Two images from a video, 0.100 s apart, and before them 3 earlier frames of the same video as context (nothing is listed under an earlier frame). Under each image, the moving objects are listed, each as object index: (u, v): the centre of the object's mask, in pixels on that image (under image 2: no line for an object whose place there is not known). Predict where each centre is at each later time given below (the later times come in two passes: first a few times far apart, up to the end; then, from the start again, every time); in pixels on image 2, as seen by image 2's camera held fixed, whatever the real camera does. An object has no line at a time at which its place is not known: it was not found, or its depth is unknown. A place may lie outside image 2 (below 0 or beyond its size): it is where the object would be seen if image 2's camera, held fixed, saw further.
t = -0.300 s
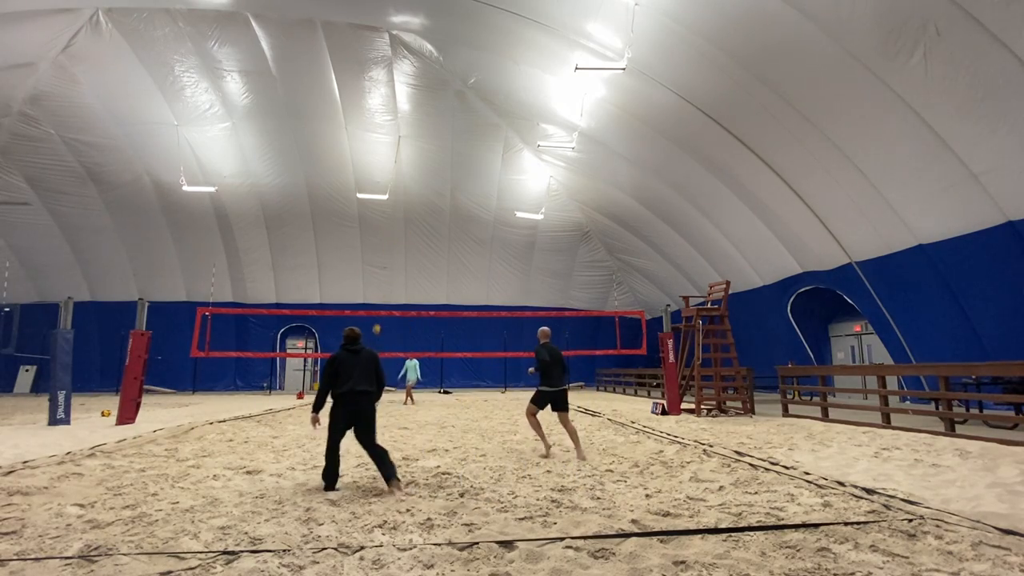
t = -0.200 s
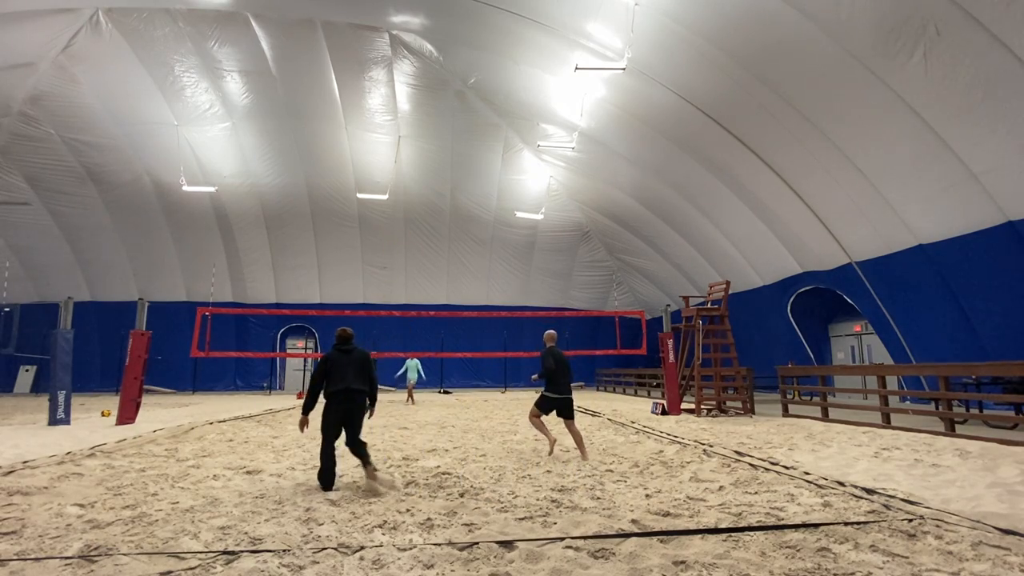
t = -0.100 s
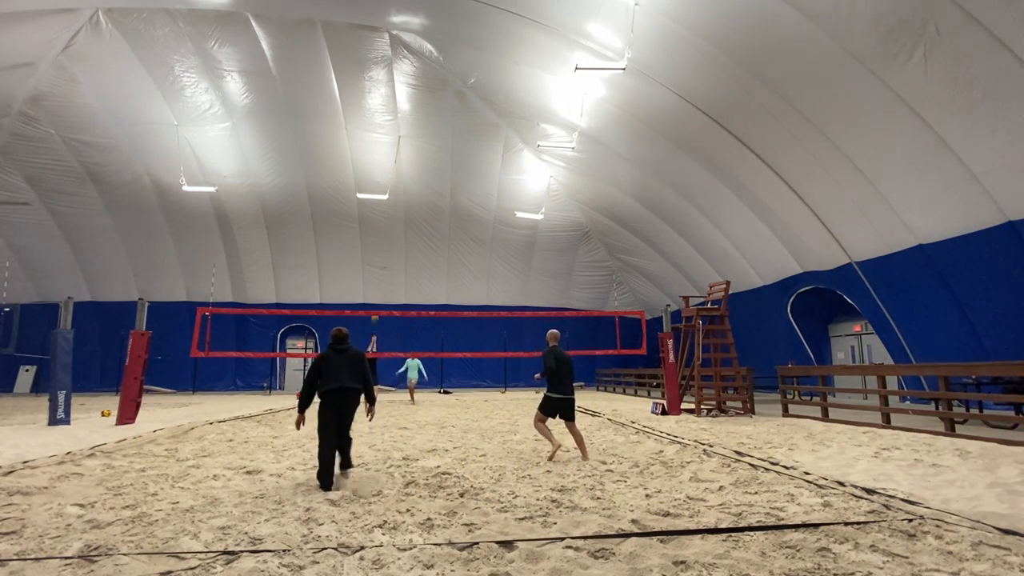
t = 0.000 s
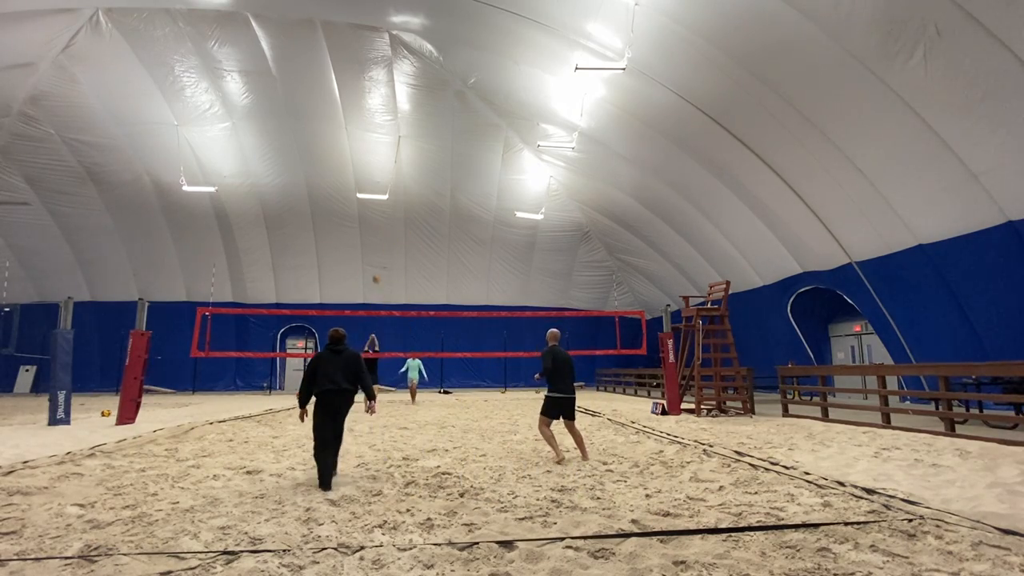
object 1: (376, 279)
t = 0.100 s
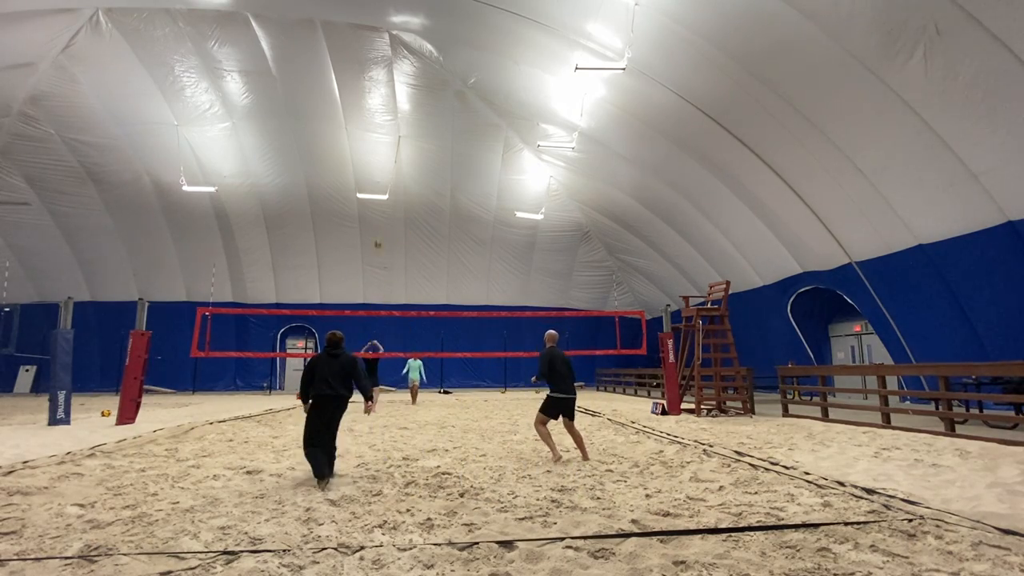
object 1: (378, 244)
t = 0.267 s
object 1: (379, 191)
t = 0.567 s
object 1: (384, 118)
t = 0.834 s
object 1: (388, 76)
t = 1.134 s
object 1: (391, 58)
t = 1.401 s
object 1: (395, 69)
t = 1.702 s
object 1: (398, 123)
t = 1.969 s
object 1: (400, 216)
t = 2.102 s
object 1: (400, 280)
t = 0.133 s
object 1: (378, 233)
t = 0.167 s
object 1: (378, 222)
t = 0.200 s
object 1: (379, 211)
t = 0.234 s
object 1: (378, 202)
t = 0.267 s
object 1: (379, 191)
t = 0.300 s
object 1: (380, 181)
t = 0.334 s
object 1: (380, 172)
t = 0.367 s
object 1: (381, 163)
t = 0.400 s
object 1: (381, 155)
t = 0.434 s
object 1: (382, 147)
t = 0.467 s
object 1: (382, 139)
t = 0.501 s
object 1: (382, 132)
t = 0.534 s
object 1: (383, 125)
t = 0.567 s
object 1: (384, 118)
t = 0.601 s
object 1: (384, 112)
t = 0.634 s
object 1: (385, 106)
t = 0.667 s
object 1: (385, 100)
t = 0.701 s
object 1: (386, 94)
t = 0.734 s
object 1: (386, 90)
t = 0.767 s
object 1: (387, 85)
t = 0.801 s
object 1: (388, 81)
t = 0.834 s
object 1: (388, 76)
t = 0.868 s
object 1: (388, 73)
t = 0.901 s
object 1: (389, 70)
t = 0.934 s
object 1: (389, 67)
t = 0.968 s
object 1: (389, 64)
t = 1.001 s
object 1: (390, 62)
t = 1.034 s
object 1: (390, 60)
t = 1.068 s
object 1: (391, 59)
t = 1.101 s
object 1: (391, 58)
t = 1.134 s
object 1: (391, 58)
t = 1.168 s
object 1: (392, 57)
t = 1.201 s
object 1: (392, 58)
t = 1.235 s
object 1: (393, 58)
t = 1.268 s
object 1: (393, 60)
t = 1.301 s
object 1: (393, 61)
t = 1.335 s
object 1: (394, 63)
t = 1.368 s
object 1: (394, 66)
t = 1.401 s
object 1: (395, 69)
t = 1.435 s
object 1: (395, 73)
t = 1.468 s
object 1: (395, 77)
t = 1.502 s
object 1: (396, 82)
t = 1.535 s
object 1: (396, 88)
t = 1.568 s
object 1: (396, 94)
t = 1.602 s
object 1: (397, 100)
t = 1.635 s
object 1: (397, 107)
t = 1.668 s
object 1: (398, 115)
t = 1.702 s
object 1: (398, 123)
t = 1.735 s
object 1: (398, 133)
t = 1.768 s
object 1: (399, 142)
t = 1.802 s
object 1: (399, 153)
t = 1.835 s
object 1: (399, 164)
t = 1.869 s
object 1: (400, 176)
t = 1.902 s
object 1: (400, 188)
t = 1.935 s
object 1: (400, 202)
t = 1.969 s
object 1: (400, 216)
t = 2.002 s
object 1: (400, 231)
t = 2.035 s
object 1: (400, 246)
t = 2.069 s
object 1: (400, 263)
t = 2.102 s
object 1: (400, 280)
